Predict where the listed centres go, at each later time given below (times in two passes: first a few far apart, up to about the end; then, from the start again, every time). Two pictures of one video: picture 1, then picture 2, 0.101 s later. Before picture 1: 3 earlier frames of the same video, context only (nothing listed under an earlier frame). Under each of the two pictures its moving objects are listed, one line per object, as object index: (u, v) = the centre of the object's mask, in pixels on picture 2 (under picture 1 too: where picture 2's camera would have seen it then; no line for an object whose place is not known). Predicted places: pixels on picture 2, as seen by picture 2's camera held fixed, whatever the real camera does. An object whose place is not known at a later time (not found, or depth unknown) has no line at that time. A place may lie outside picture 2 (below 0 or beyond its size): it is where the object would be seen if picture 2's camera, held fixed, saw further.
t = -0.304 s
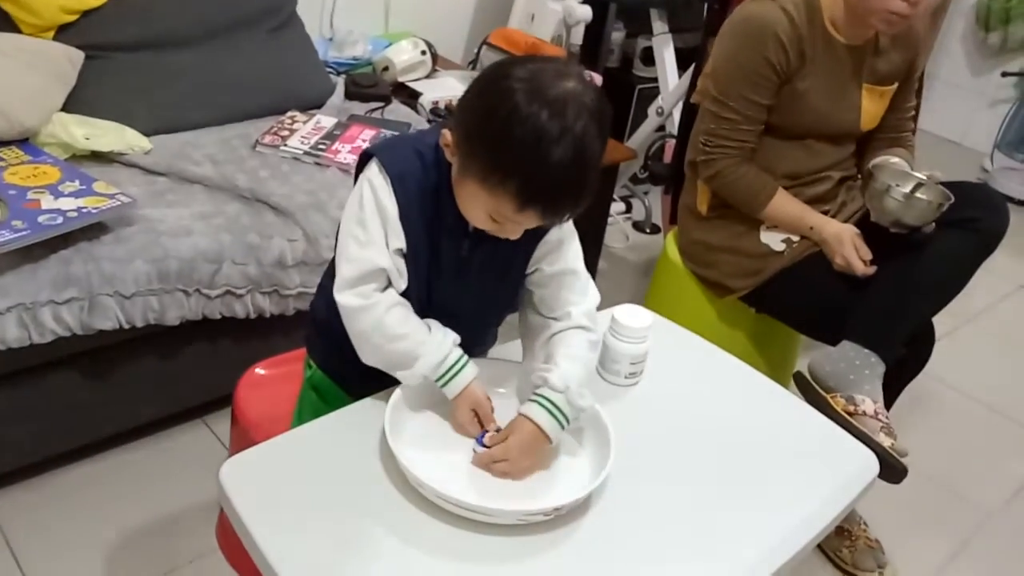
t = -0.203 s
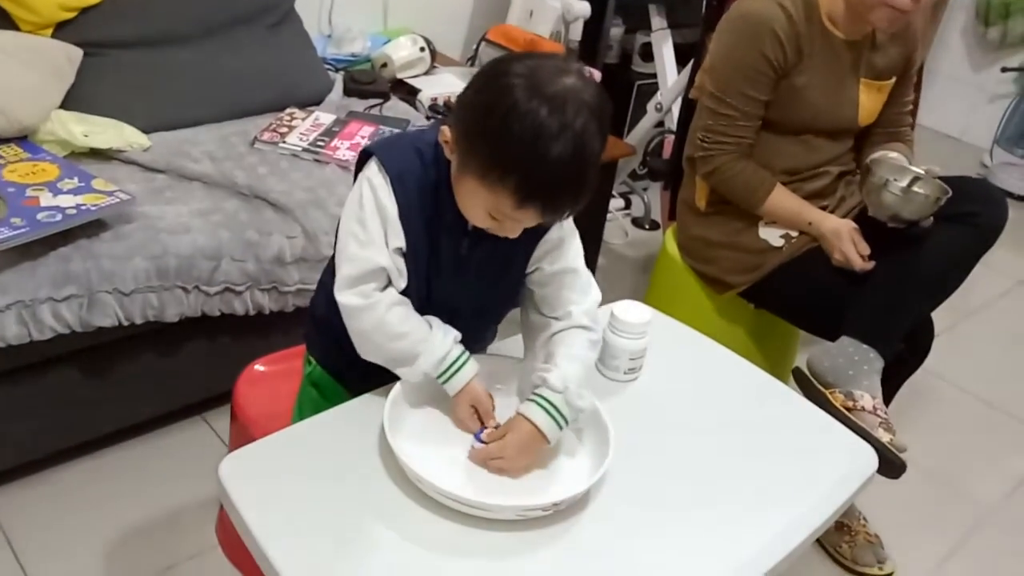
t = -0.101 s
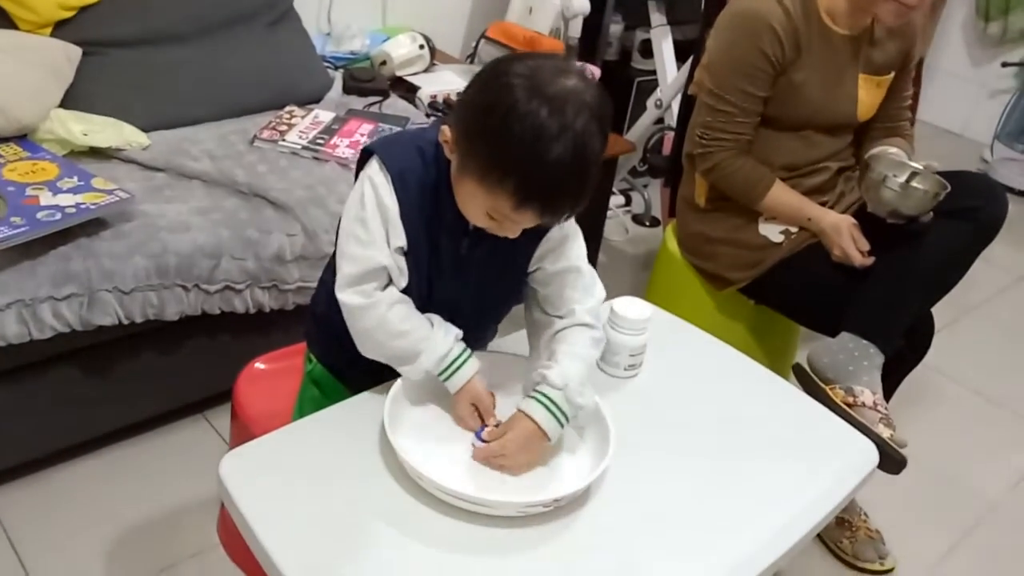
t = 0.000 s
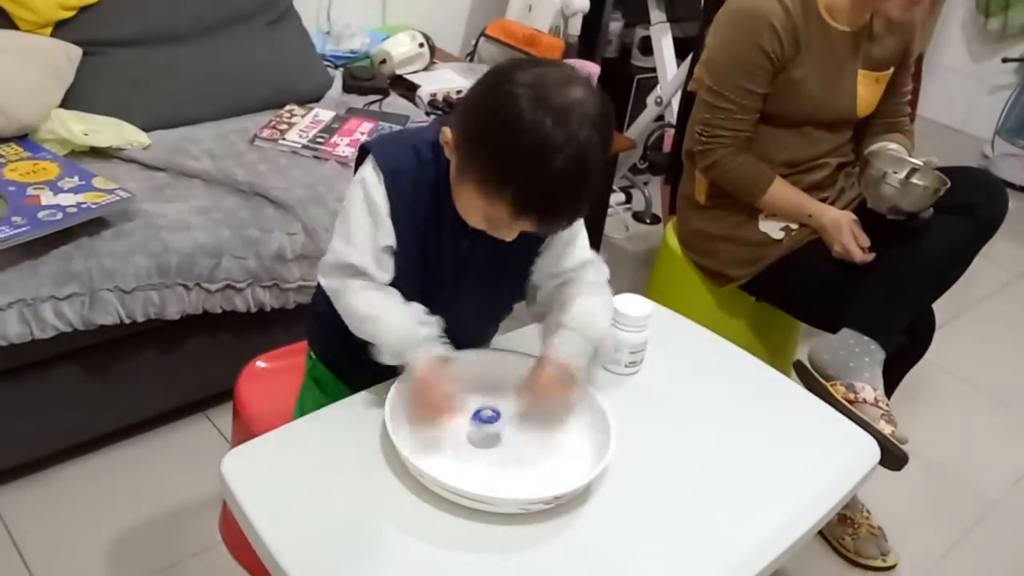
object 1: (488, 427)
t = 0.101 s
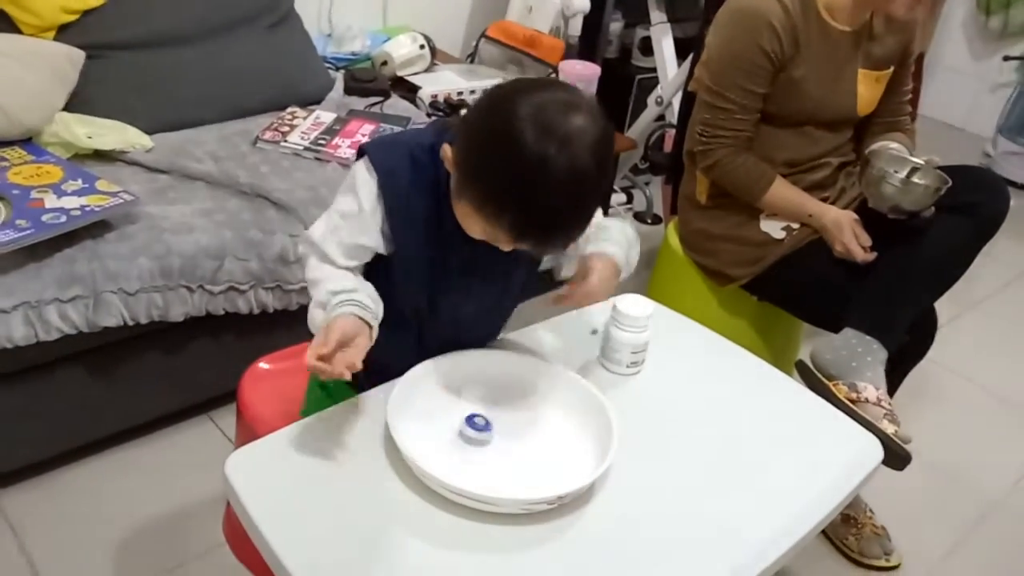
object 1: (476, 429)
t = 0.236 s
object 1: (472, 420)
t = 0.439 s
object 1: (472, 416)
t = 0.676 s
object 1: (472, 413)
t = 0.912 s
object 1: (466, 412)
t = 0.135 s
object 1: (474, 426)
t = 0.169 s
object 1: (473, 424)
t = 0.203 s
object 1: (472, 421)
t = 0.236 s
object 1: (472, 420)
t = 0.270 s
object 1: (471, 418)
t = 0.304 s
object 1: (471, 417)
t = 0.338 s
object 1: (471, 416)
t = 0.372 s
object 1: (470, 416)
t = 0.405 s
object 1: (471, 416)
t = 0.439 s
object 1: (472, 416)
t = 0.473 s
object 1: (472, 416)
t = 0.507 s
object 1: (472, 415)
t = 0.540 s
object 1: (472, 415)
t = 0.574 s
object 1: (472, 414)
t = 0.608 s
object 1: (472, 414)
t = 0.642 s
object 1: (472, 414)
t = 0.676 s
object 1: (472, 413)
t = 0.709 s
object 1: (471, 413)
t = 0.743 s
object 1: (470, 413)
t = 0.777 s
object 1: (470, 413)
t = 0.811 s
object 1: (469, 413)
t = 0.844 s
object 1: (468, 413)
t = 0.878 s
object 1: (467, 413)
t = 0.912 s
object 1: (466, 412)
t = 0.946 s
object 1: (466, 413)
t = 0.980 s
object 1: (466, 413)
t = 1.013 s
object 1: (466, 412)
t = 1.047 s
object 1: (465, 413)
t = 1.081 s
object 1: (466, 413)
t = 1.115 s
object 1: (466, 413)
